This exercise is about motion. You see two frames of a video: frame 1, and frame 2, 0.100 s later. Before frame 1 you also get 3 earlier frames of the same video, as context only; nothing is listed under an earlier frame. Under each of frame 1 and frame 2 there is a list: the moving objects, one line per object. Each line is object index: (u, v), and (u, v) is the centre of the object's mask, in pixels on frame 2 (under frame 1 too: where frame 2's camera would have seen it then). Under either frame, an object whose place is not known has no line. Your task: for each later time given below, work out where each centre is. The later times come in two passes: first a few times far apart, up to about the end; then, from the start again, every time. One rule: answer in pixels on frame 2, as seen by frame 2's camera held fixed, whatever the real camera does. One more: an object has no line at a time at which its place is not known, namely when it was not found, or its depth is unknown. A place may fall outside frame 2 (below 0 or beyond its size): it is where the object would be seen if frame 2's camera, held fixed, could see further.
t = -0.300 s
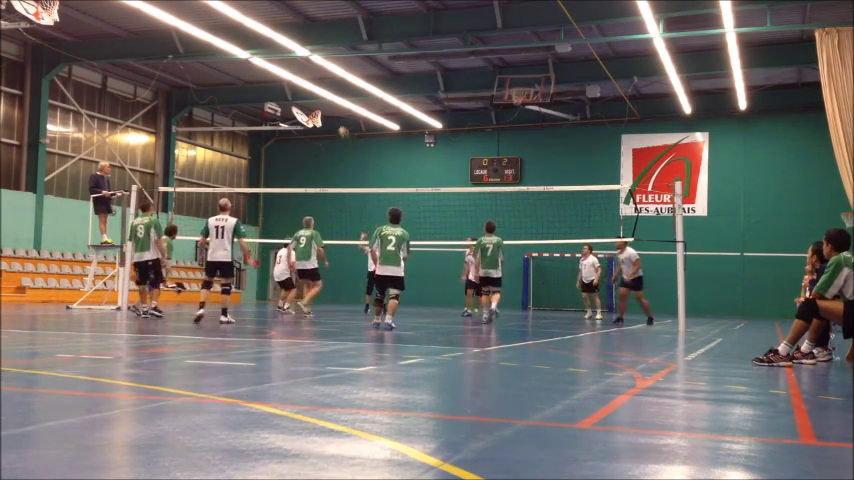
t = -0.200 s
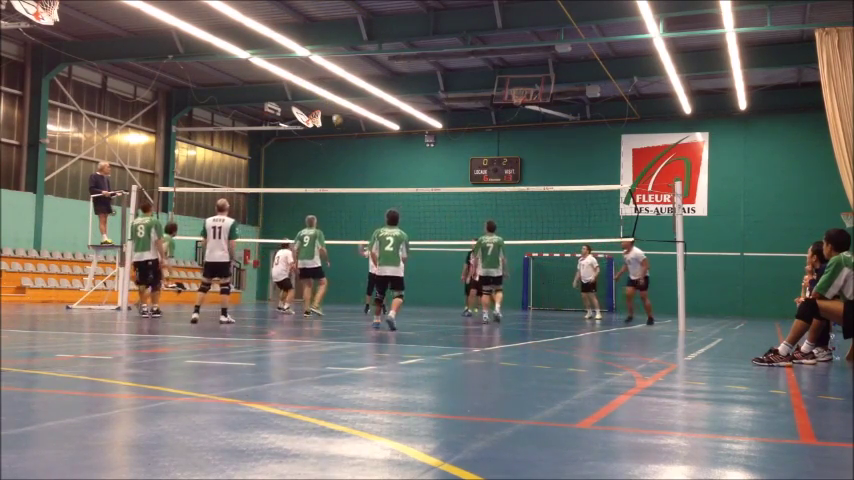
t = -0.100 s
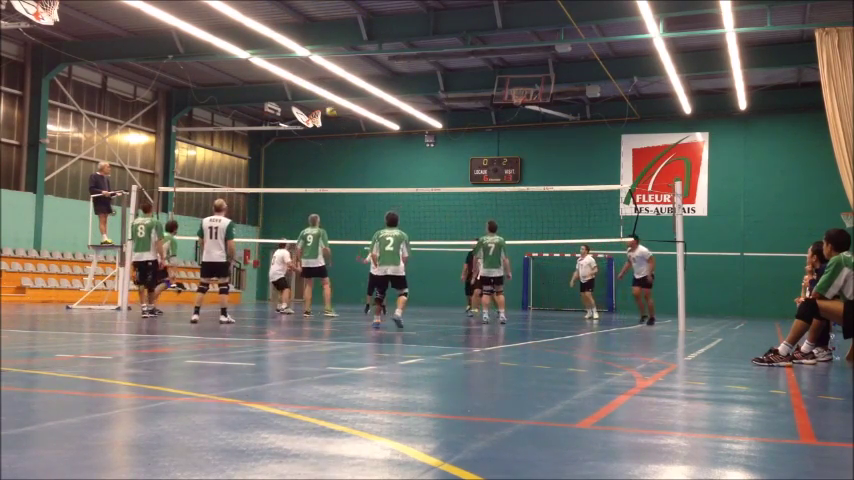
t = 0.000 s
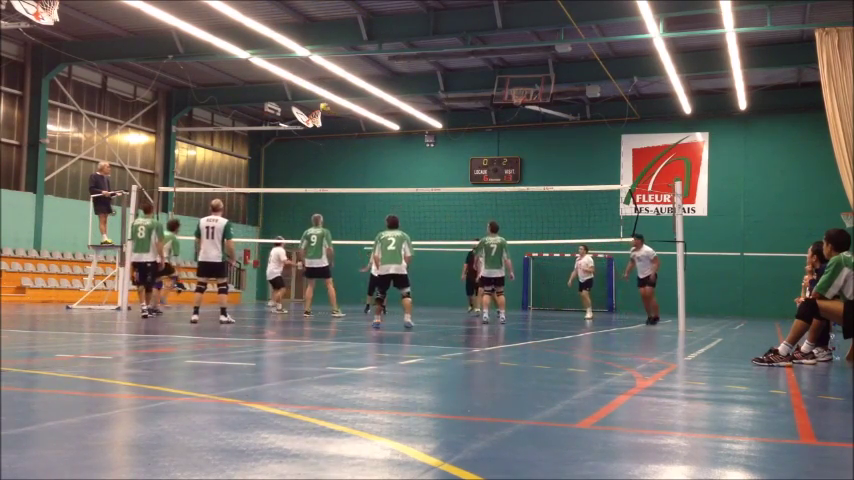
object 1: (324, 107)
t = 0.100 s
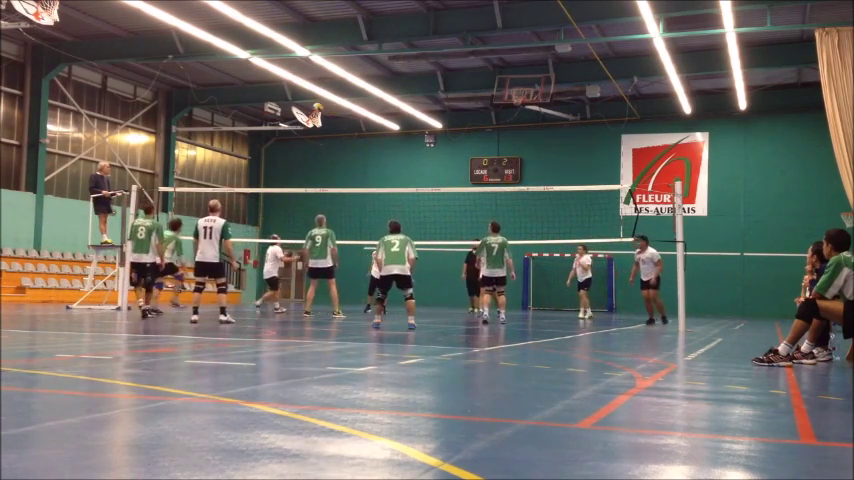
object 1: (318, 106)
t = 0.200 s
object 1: (310, 111)
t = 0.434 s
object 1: (294, 139)
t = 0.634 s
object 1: (278, 182)
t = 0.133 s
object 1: (315, 107)
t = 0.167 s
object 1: (313, 109)
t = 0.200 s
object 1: (310, 111)
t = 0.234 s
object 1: (308, 114)
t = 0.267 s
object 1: (305, 116)
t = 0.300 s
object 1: (303, 121)
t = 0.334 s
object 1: (301, 126)
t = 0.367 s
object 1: (299, 129)
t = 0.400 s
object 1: (296, 135)
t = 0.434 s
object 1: (294, 139)
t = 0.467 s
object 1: (292, 146)
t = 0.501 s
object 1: (289, 152)
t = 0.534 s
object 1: (286, 159)
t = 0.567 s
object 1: (284, 167)
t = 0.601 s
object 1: (281, 175)
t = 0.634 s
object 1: (278, 182)
